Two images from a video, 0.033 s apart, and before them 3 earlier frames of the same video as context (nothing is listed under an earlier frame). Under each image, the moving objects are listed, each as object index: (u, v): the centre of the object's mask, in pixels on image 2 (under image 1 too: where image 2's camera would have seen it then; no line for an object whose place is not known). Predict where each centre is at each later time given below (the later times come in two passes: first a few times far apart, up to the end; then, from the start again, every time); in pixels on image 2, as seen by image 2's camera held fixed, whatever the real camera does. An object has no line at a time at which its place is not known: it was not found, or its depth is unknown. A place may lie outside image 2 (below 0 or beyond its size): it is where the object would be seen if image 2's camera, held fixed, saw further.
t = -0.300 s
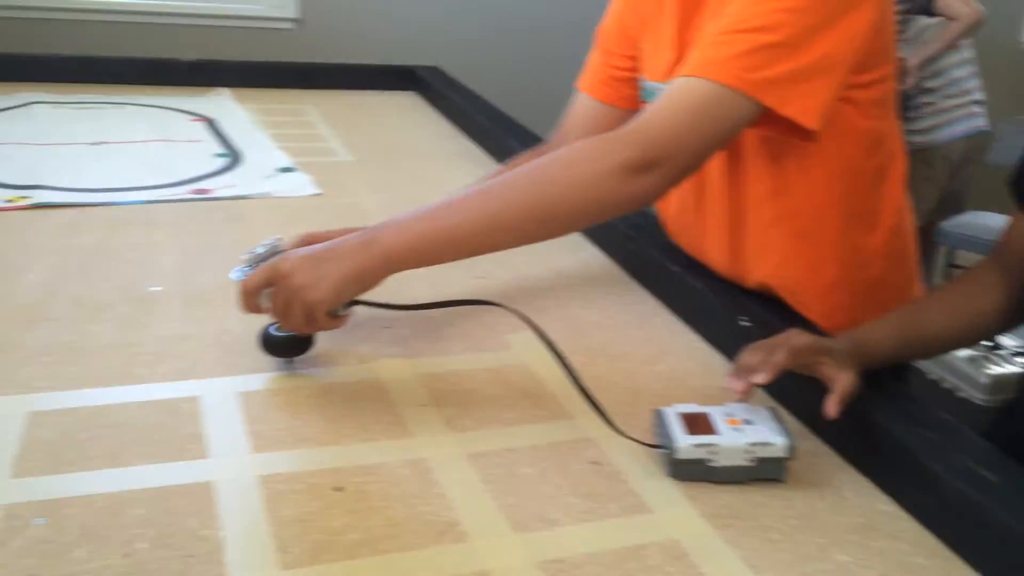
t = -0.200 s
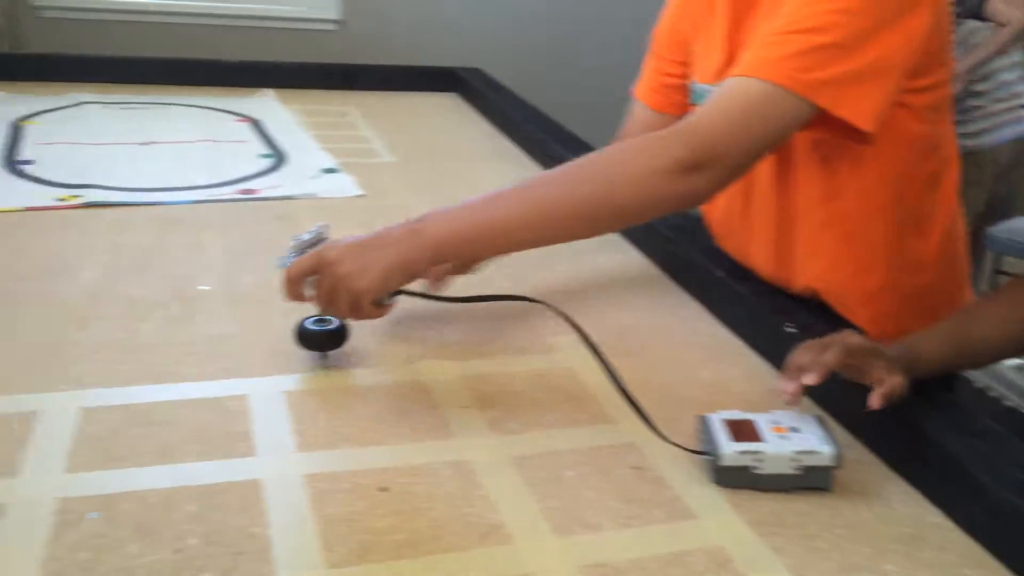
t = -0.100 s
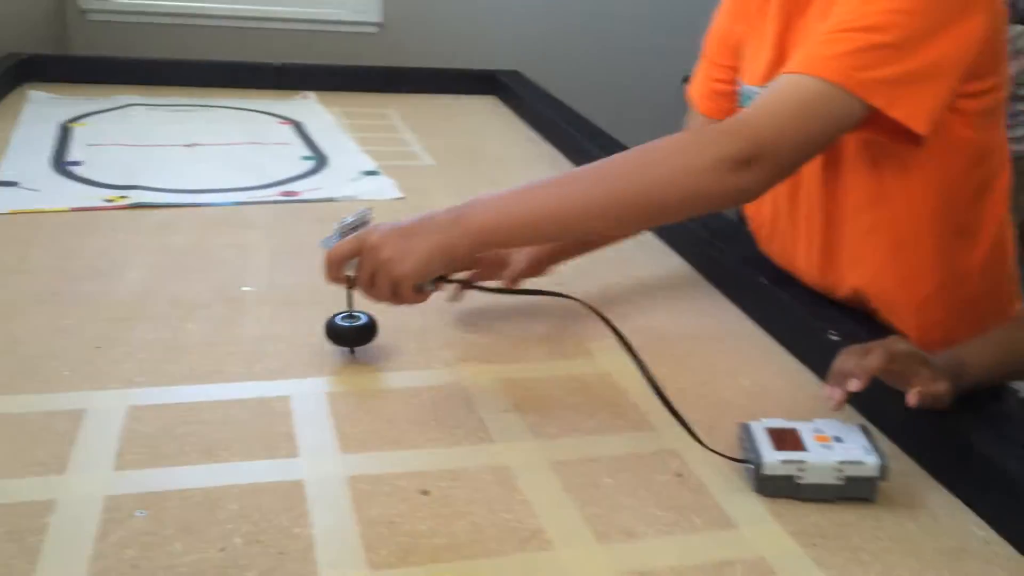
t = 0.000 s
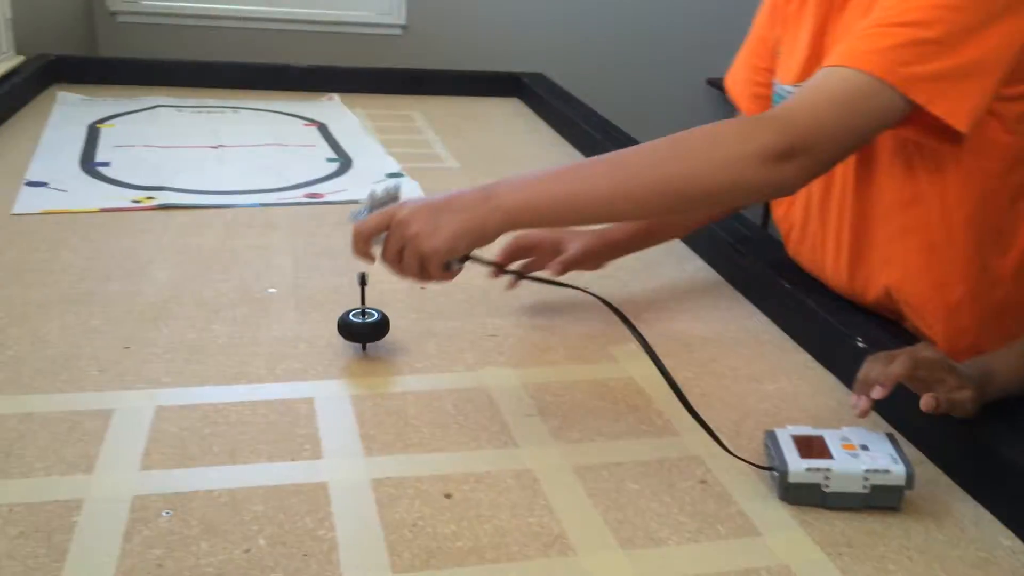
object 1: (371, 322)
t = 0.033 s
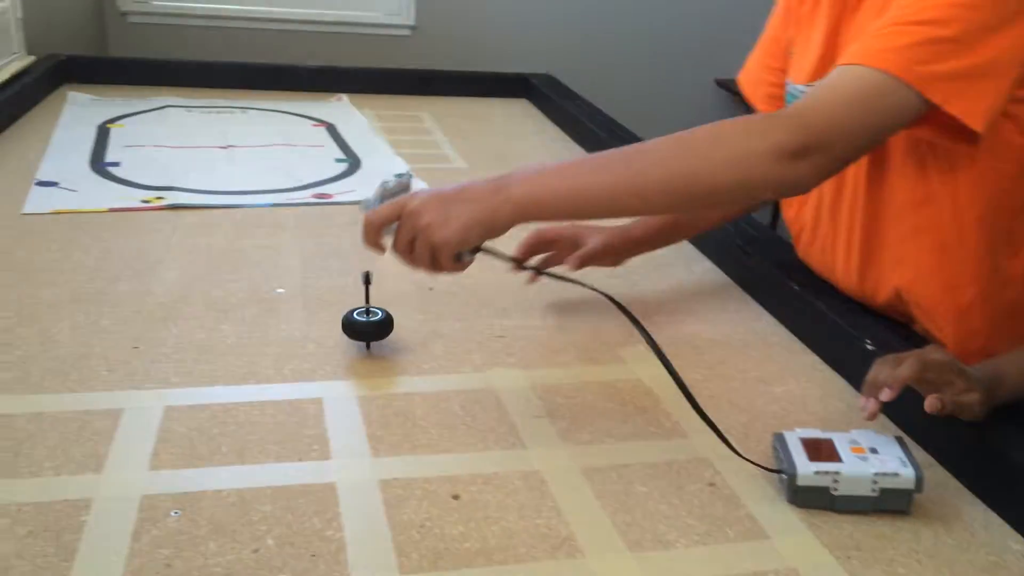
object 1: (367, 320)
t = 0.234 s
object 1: (344, 309)
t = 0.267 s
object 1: (340, 307)
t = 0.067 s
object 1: (363, 318)
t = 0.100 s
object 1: (360, 316)
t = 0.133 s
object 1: (356, 314)
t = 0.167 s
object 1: (352, 312)
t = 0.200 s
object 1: (348, 311)
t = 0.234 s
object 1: (344, 309)
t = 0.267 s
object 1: (340, 307)
